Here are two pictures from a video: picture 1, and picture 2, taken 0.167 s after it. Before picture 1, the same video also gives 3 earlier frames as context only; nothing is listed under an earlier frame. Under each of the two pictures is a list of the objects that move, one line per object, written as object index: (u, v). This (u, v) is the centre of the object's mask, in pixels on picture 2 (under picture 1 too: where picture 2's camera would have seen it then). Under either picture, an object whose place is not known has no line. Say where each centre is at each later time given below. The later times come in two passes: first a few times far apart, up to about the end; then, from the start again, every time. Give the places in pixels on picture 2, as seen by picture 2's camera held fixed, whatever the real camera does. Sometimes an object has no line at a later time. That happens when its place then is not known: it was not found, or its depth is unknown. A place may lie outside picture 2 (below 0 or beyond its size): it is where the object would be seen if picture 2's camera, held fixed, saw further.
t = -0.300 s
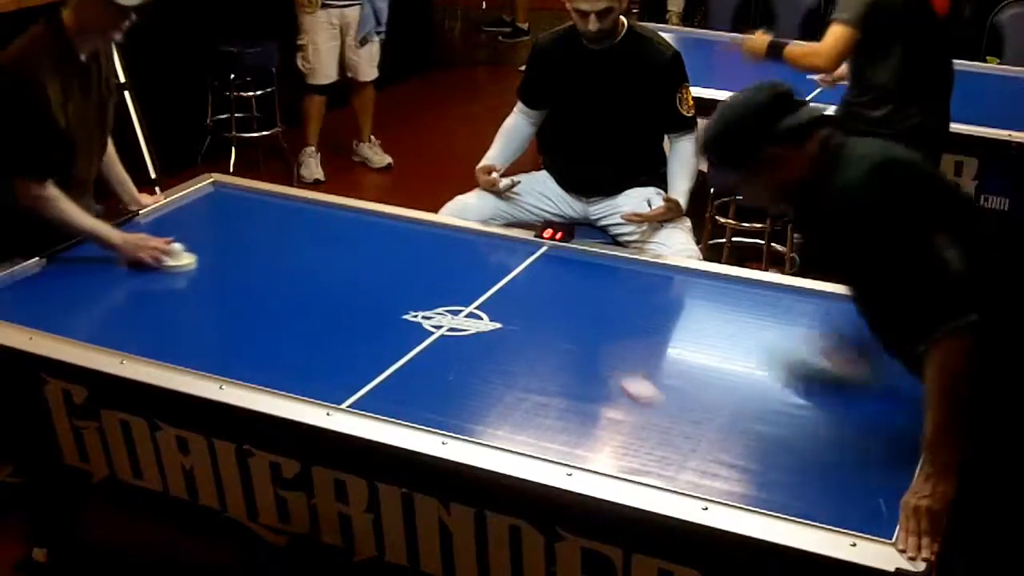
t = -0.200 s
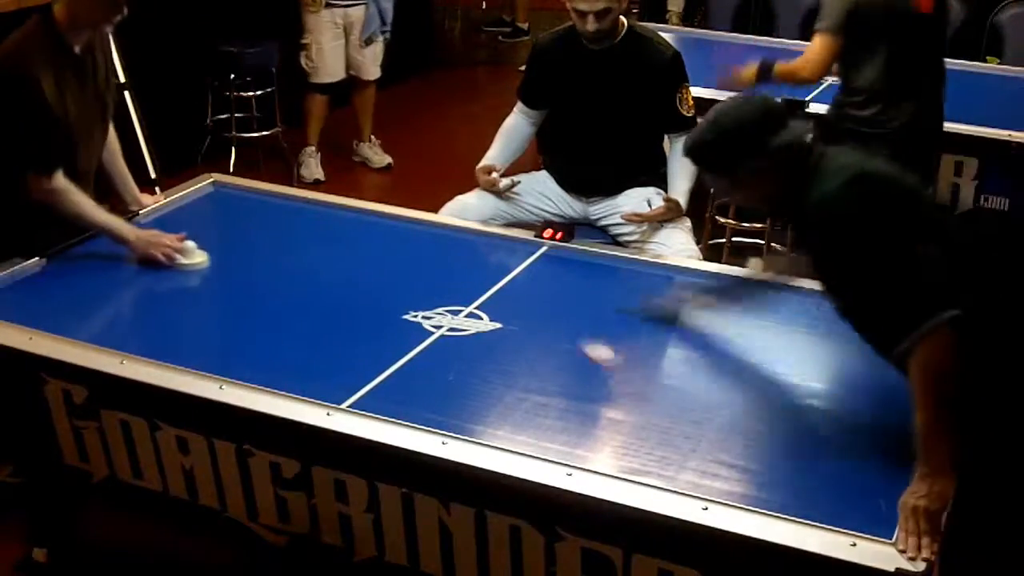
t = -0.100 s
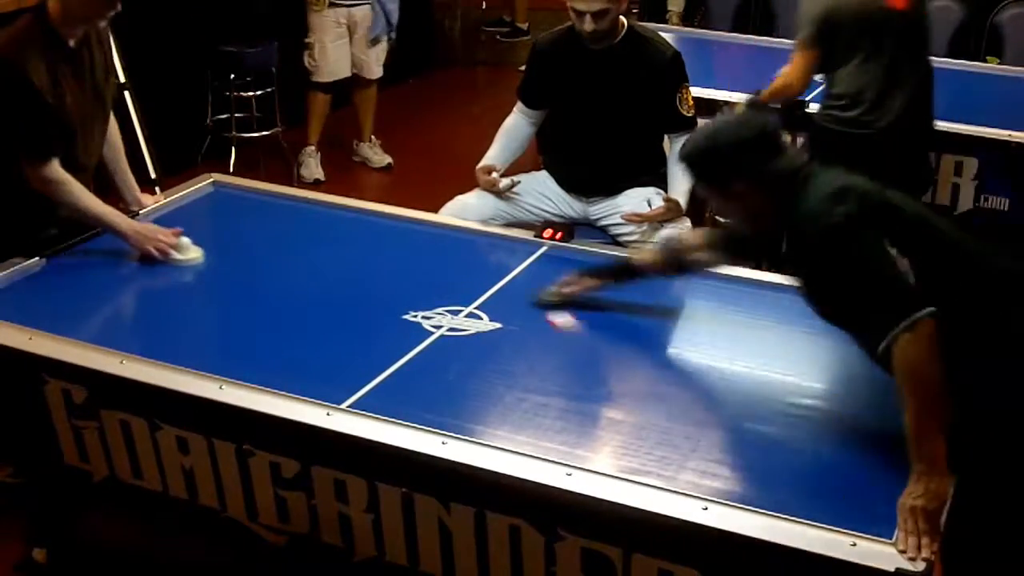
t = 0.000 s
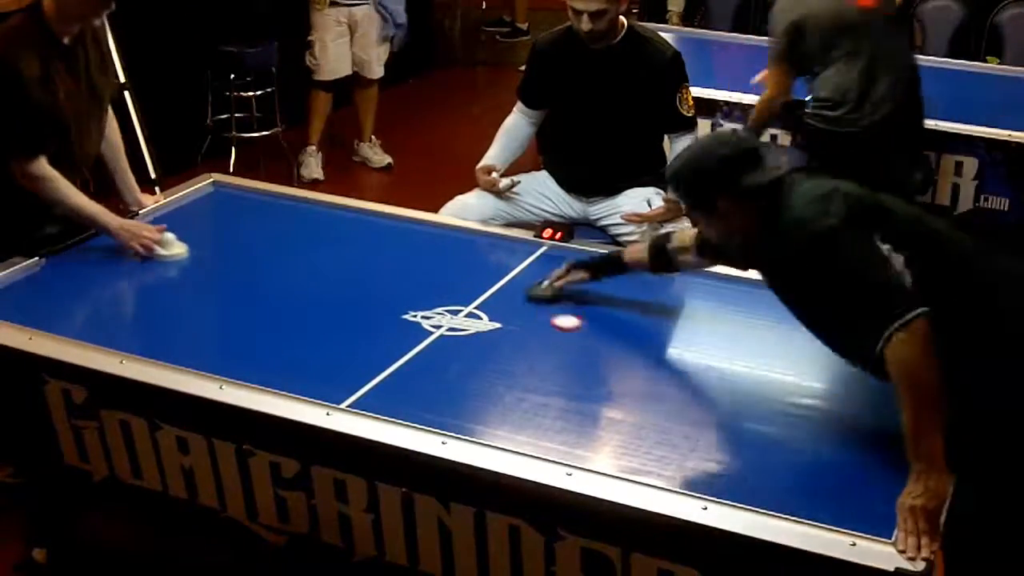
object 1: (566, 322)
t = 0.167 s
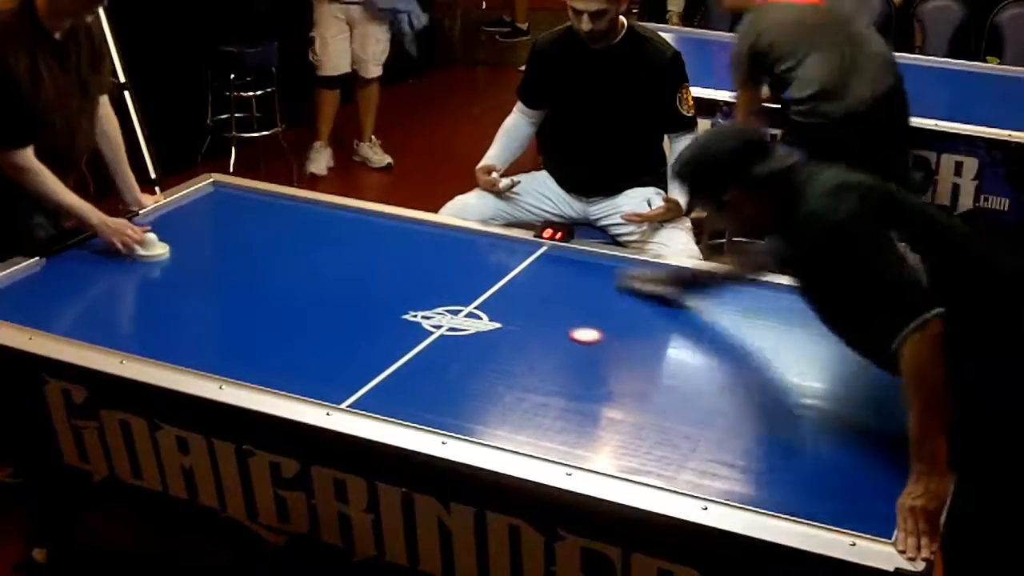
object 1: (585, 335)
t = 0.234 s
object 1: (593, 341)
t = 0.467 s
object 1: (620, 360)
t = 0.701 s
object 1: (647, 381)
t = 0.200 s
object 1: (589, 338)
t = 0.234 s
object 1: (593, 341)
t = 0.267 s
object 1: (596, 343)
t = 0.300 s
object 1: (600, 346)
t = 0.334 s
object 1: (604, 349)
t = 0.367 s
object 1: (608, 352)
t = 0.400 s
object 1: (612, 354)
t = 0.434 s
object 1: (616, 357)
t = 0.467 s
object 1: (620, 360)
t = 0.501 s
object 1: (624, 363)
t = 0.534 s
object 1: (628, 366)
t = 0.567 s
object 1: (632, 369)
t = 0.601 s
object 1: (635, 371)
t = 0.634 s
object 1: (640, 374)
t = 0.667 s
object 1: (644, 378)
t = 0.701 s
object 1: (647, 381)
